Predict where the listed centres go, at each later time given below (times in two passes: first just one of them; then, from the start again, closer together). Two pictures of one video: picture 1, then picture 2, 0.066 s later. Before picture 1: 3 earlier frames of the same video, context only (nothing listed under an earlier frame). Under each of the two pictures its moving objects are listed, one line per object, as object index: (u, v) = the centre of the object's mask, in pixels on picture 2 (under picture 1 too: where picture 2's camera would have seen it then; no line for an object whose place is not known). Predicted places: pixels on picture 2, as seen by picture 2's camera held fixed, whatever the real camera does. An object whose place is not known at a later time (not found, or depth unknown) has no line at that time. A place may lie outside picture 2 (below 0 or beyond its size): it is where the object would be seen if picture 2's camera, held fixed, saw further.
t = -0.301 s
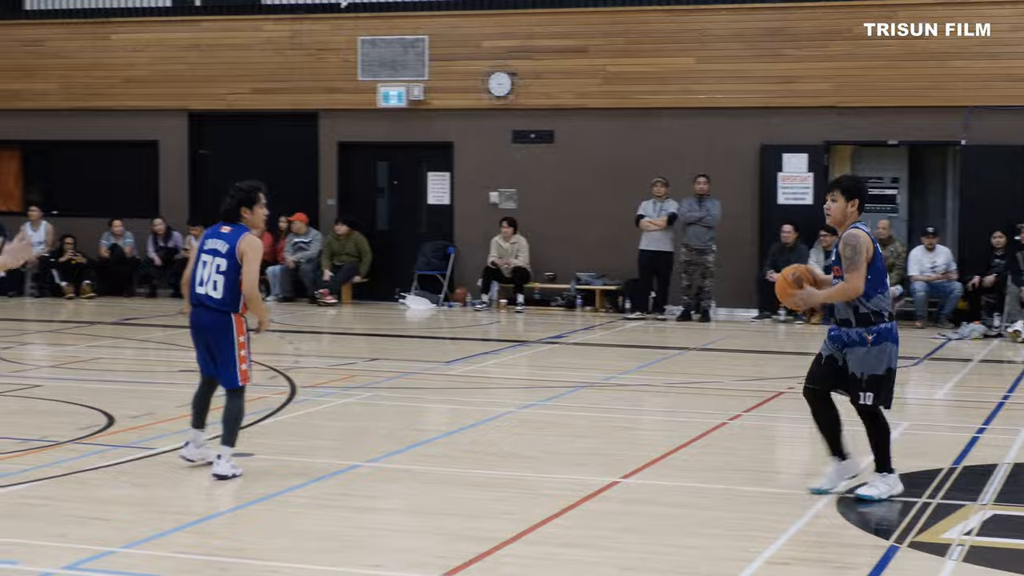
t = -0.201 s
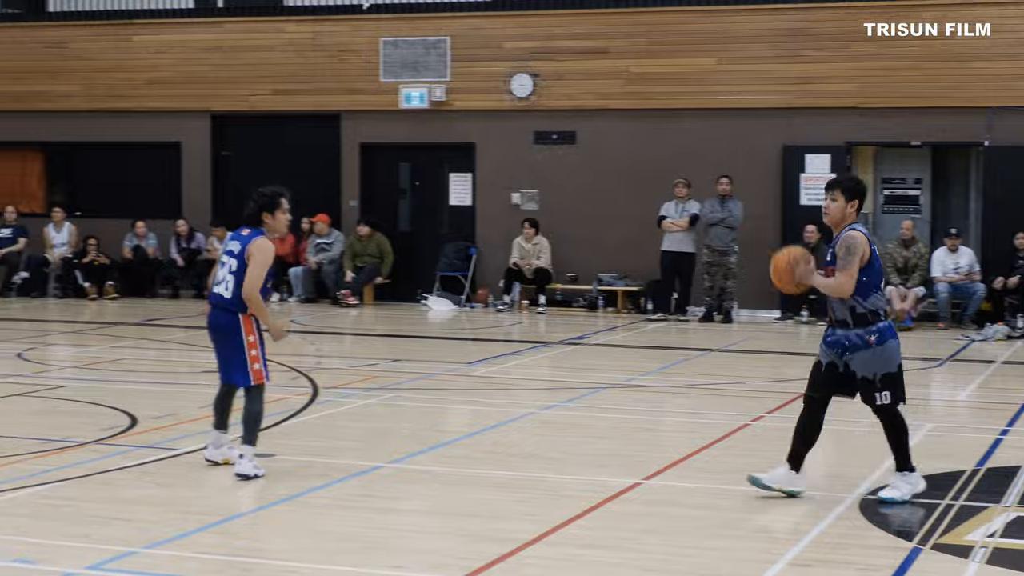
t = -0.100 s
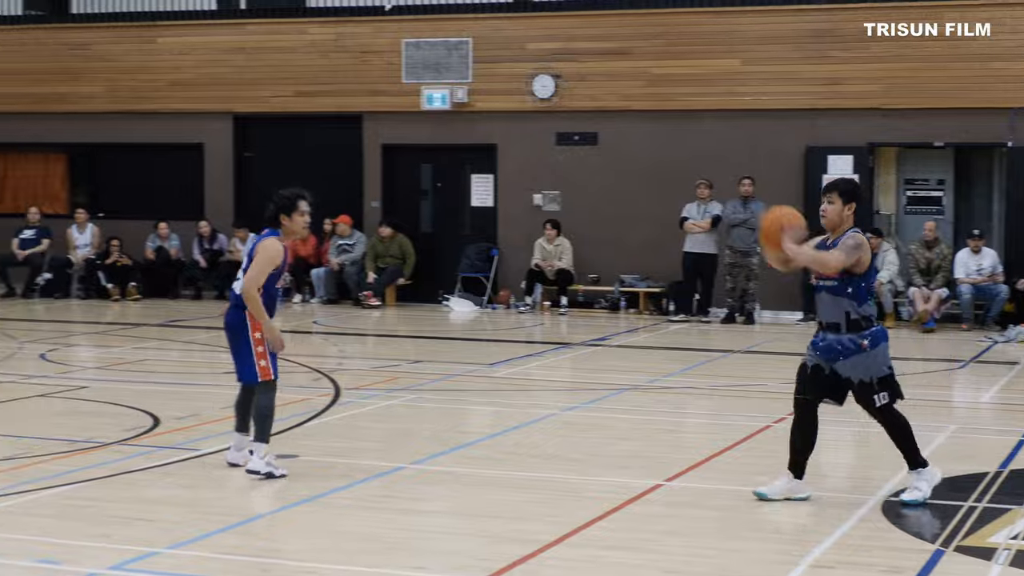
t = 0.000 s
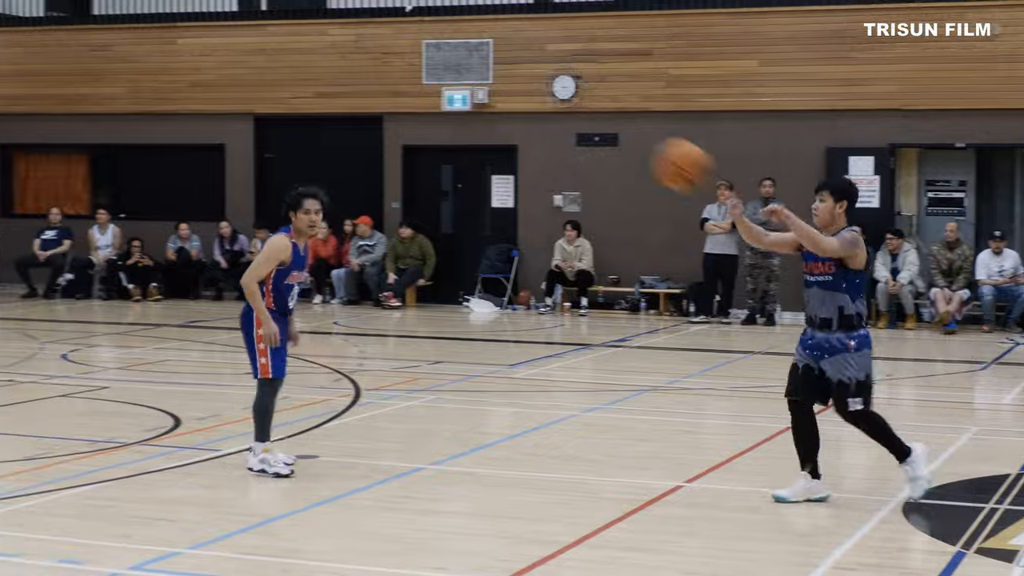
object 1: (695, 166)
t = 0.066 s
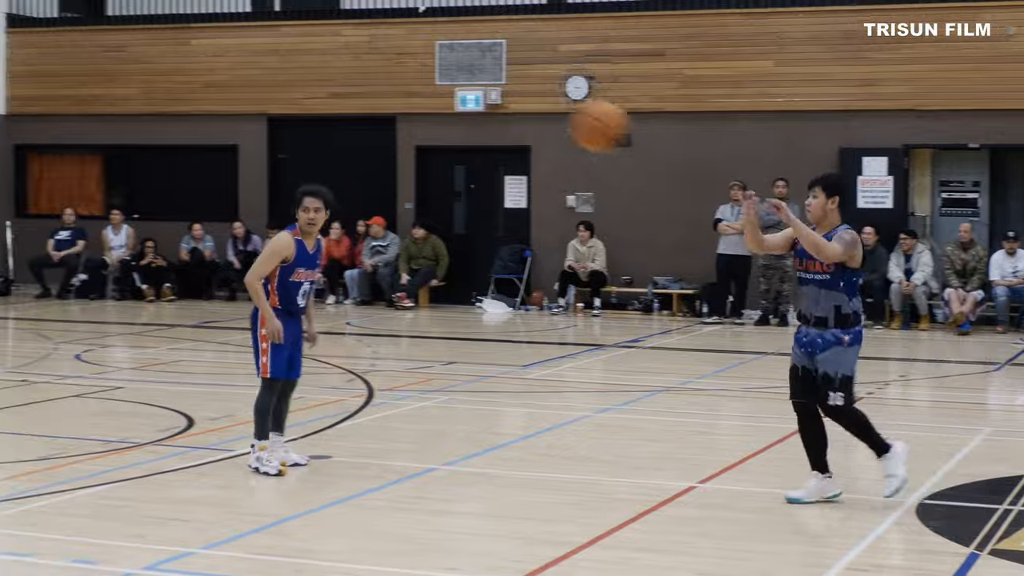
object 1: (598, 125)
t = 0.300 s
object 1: (225, 48)
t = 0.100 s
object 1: (552, 112)
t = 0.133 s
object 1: (501, 95)
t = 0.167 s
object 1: (449, 80)
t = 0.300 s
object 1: (225, 48)
